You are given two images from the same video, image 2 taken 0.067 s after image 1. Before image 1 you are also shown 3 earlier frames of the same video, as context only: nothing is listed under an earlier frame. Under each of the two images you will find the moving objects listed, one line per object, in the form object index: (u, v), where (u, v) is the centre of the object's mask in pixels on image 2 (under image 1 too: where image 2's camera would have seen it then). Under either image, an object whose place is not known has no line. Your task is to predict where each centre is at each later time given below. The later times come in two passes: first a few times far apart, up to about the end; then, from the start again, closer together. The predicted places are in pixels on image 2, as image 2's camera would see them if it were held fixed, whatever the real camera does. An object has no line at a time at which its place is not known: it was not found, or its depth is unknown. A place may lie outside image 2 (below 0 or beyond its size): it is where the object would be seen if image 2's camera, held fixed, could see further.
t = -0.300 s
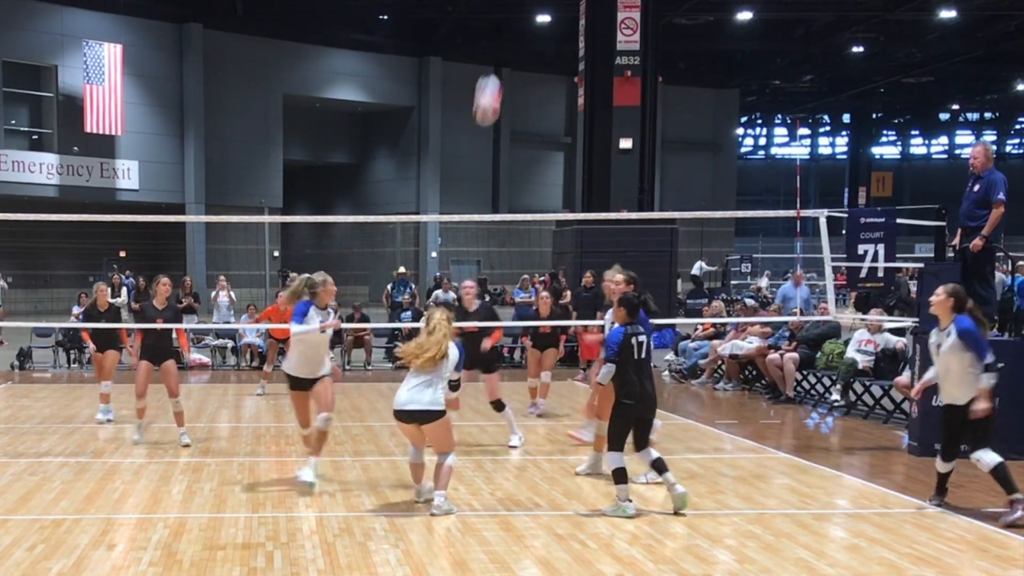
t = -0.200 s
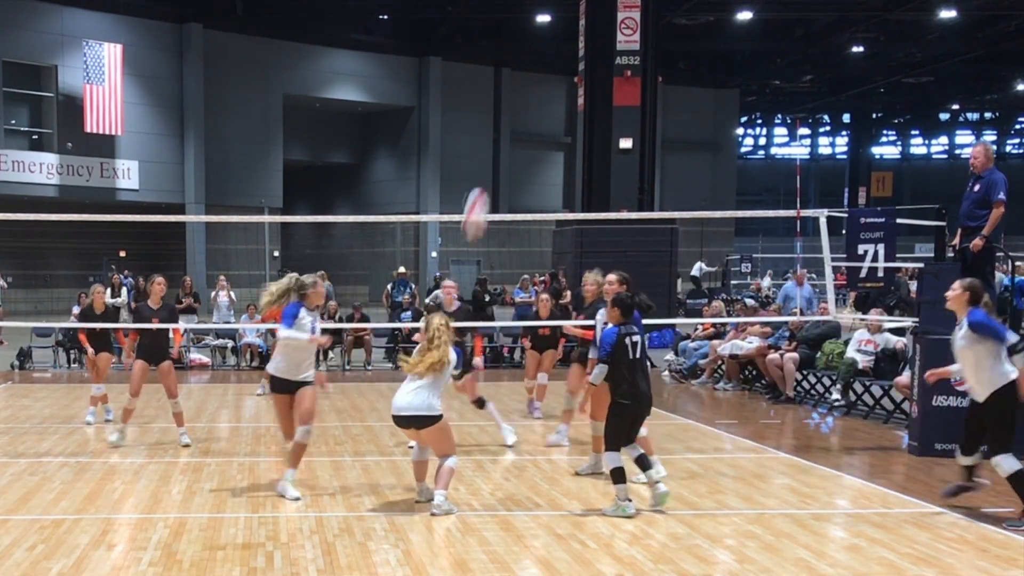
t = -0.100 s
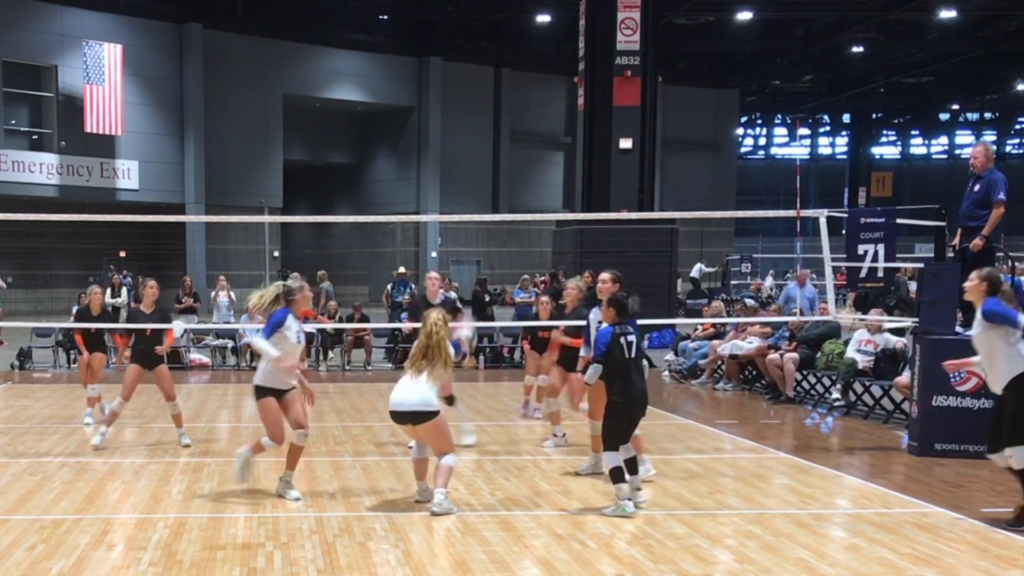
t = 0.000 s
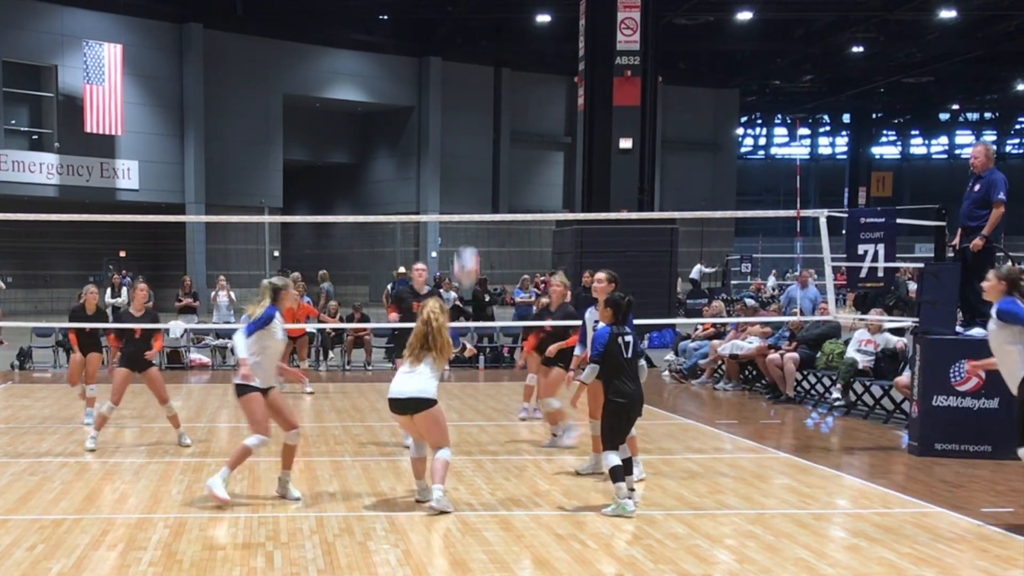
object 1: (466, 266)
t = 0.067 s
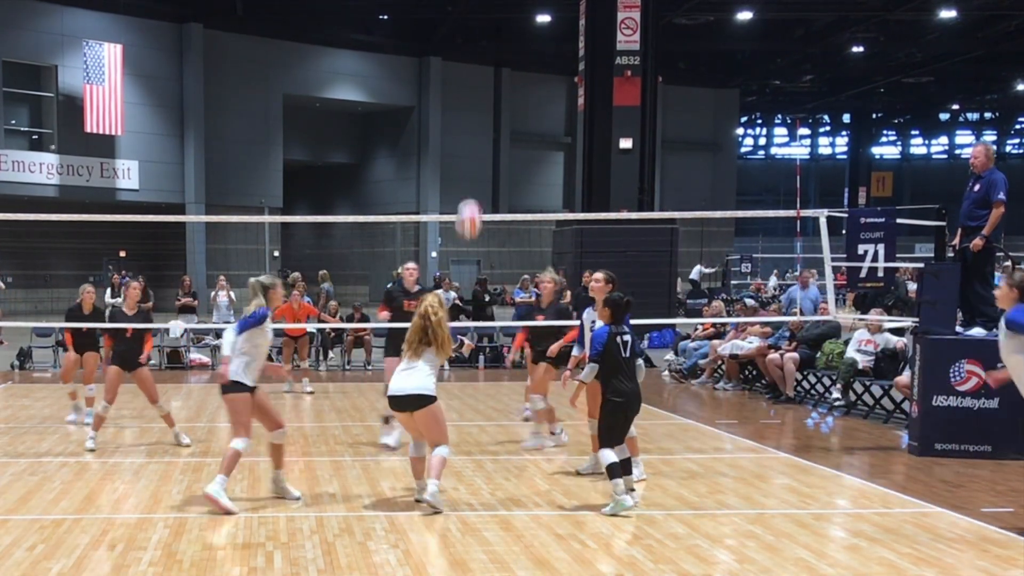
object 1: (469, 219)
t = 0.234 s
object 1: (475, 127)
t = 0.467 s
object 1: (481, 59)
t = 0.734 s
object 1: (487, 69)
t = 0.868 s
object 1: (490, 106)
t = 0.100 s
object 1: (470, 196)
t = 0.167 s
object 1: (472, 159)
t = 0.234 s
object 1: (475, 127)
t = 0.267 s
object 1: (476, 112)
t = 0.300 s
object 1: (477, 100)
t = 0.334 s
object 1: (478, 89)
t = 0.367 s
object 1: (479, 79)
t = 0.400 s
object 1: (480, 71)
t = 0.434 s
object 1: (481, 64)
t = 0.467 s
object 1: (481, 59)
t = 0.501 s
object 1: (482, 55)
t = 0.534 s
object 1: (483, 53)
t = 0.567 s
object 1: (484, 52)
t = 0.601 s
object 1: (484, 53)
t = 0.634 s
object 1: (485, 54)
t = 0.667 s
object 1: (486, 58)
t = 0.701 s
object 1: (486, 63)
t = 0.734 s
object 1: (487, 69)
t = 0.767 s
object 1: (488, 76)
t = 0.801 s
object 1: (489, 85)
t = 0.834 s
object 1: (489, 95)
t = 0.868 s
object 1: (490, 106)
